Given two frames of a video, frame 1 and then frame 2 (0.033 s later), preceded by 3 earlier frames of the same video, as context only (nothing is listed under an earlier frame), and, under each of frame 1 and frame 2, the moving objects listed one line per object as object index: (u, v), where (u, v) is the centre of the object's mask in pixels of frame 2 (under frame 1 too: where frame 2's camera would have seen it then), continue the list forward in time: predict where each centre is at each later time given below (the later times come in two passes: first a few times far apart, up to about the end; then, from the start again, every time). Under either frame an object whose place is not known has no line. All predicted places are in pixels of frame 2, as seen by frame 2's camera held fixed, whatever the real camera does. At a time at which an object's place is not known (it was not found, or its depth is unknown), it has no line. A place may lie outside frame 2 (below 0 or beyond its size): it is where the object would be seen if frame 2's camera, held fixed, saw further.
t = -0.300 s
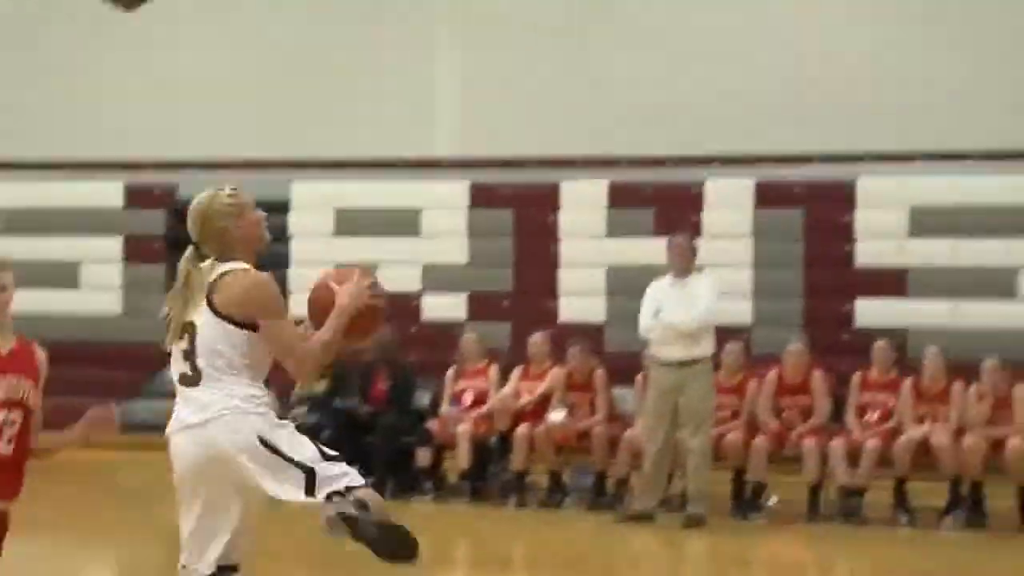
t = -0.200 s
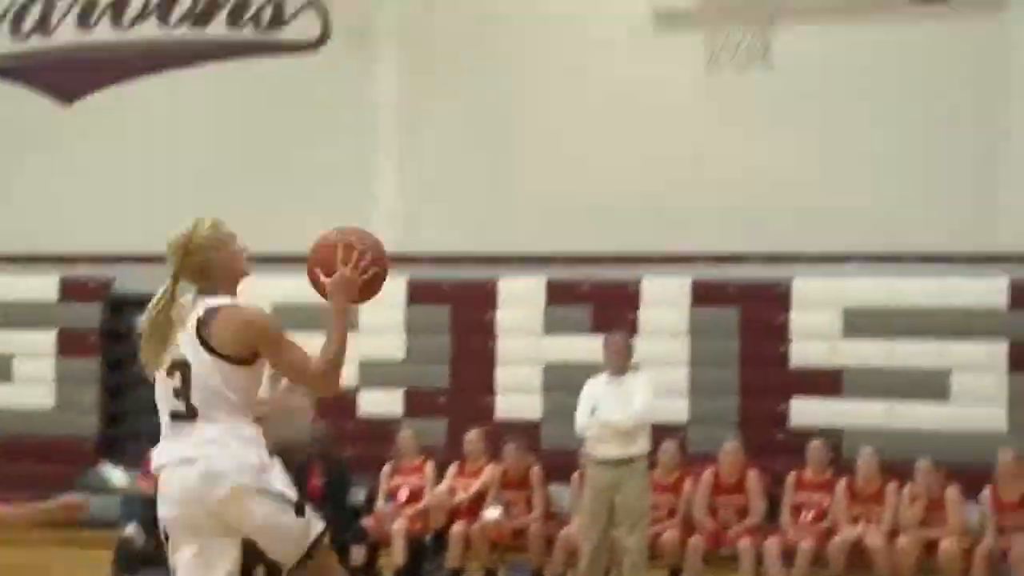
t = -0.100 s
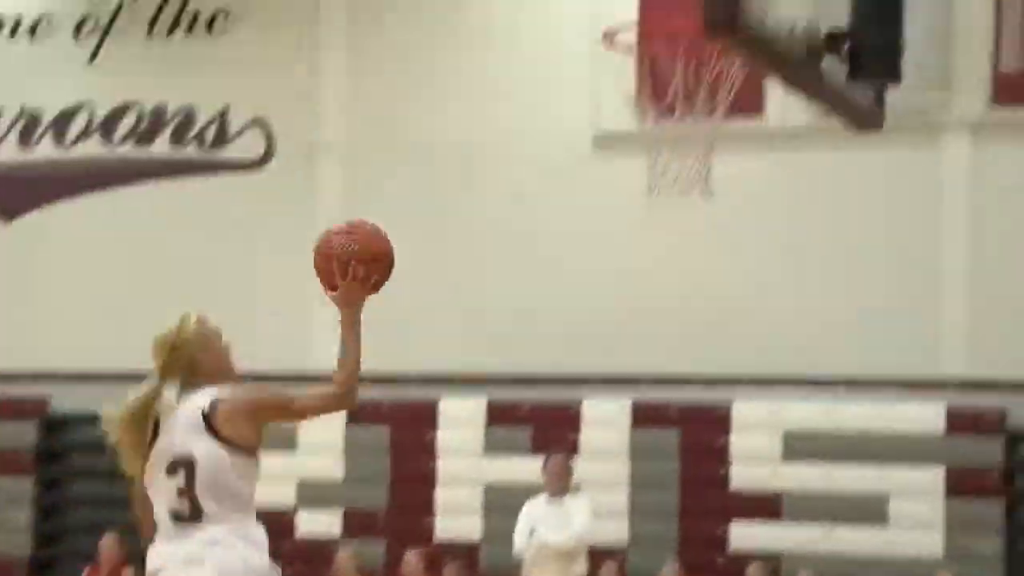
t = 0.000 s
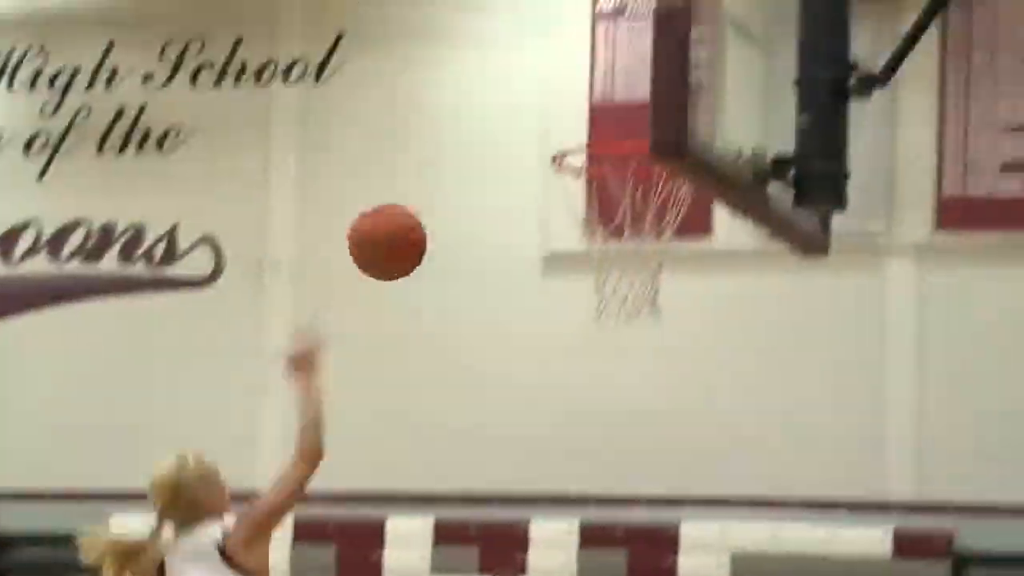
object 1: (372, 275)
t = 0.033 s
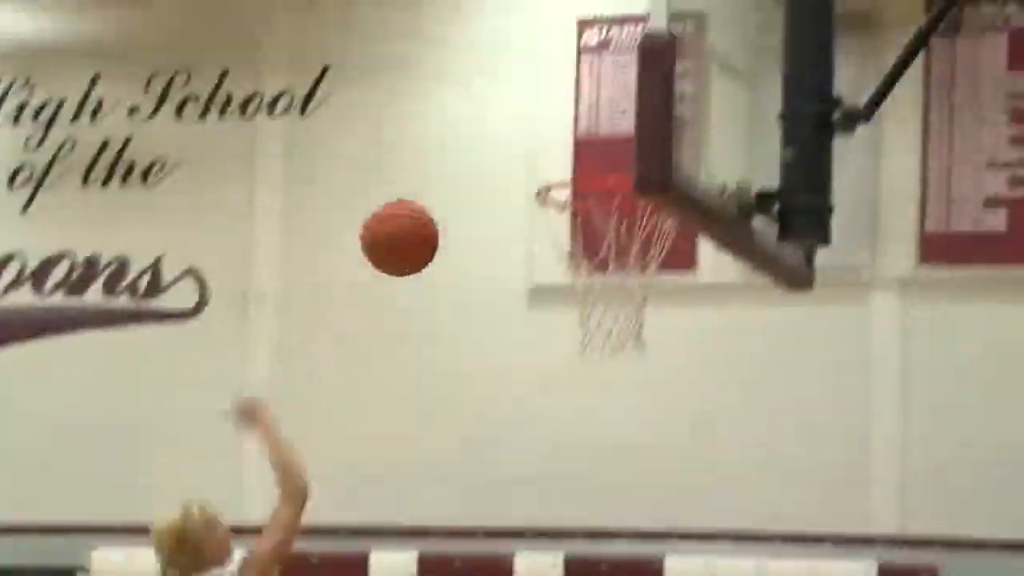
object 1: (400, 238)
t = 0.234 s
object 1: (555, 100)
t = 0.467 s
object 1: (621, 102)
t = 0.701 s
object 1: (585, 190)
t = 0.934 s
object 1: (587, 288)
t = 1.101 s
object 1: (605, 360)
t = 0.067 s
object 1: (427, 205)
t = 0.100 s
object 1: (454, 177)
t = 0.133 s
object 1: (480, 152)
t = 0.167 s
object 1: (505, 131)
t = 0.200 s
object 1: (531, 114)
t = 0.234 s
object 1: (555, 100)
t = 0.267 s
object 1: (580, 91)
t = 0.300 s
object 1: (603, 84)
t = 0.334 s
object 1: (616, 81)
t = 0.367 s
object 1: (629, 81)
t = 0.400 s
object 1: (632, 84)
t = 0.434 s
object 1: (626, 92)
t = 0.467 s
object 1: (621, 102)
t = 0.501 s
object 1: (615, 115)
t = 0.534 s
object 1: (609, 132)
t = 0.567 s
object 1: (601, 150)
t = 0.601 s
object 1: (596, 154)
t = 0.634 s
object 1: (592, 158)
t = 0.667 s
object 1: (588, 174)
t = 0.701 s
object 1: (585, 190)
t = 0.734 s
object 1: (582, 204)
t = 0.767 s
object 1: (578, 223)
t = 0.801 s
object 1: (576, 243)
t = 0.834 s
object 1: (576, 261)
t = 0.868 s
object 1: (578, 273)
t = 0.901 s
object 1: (583, 279)
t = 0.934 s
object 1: (587, 288)
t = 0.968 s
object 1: (590, 297)
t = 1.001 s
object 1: (594, 307)
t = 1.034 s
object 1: (598, 321)
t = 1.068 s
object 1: (602, 339)
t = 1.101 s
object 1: (605, 360)
